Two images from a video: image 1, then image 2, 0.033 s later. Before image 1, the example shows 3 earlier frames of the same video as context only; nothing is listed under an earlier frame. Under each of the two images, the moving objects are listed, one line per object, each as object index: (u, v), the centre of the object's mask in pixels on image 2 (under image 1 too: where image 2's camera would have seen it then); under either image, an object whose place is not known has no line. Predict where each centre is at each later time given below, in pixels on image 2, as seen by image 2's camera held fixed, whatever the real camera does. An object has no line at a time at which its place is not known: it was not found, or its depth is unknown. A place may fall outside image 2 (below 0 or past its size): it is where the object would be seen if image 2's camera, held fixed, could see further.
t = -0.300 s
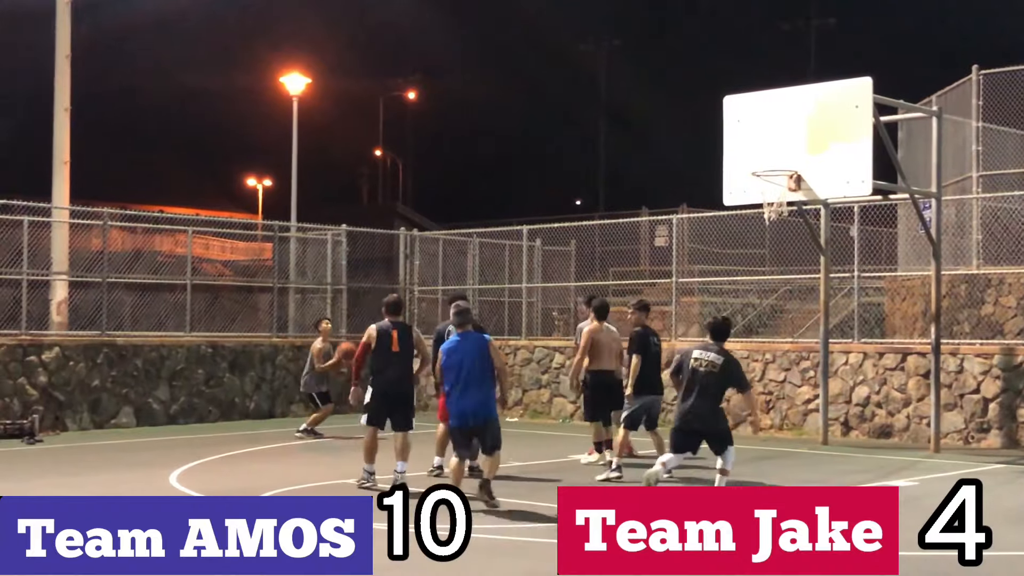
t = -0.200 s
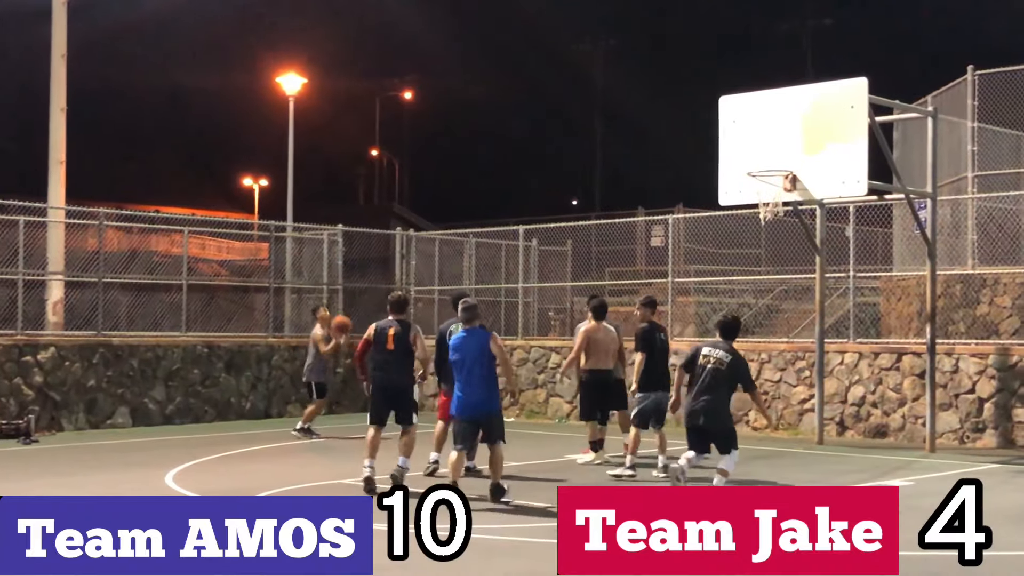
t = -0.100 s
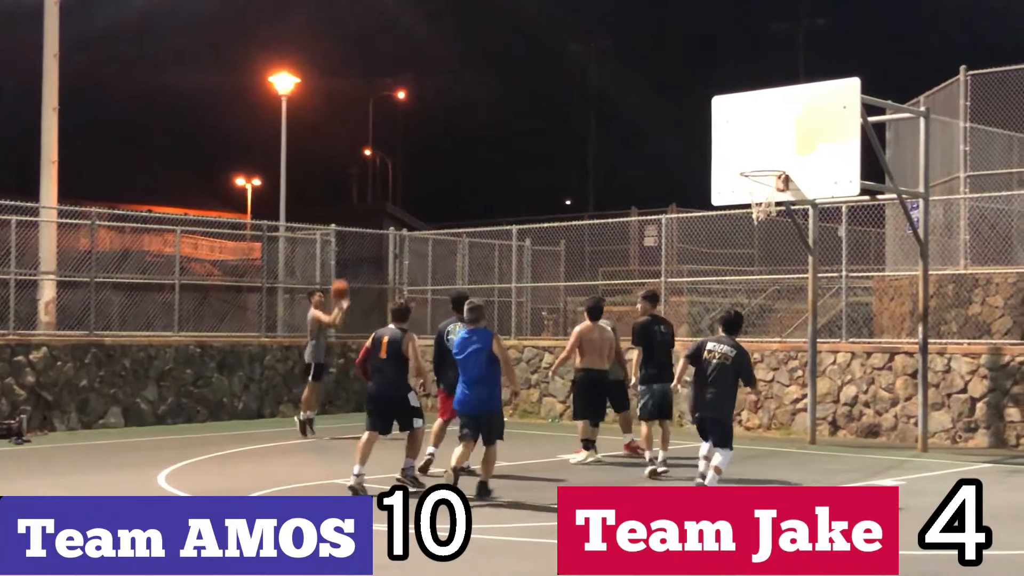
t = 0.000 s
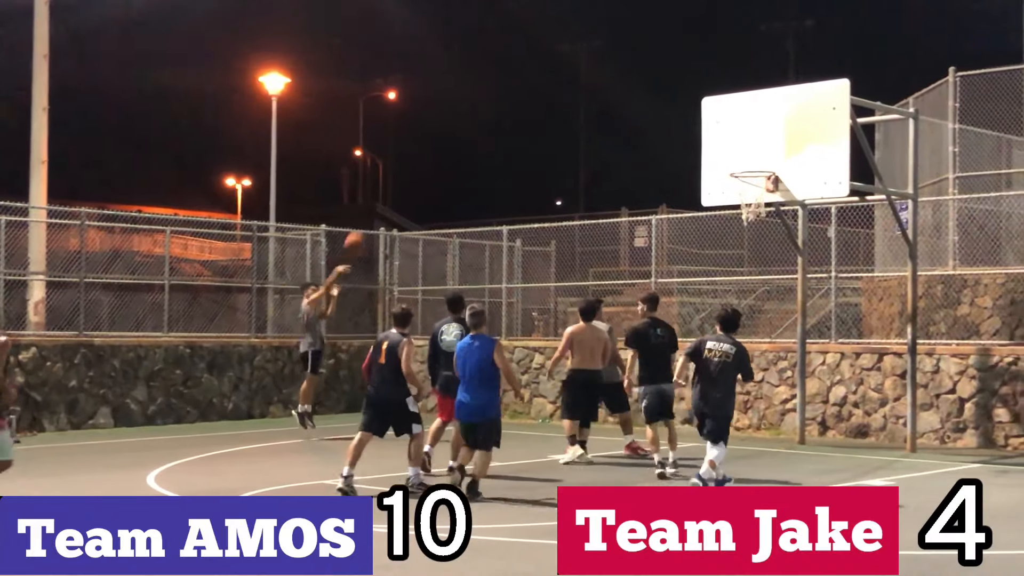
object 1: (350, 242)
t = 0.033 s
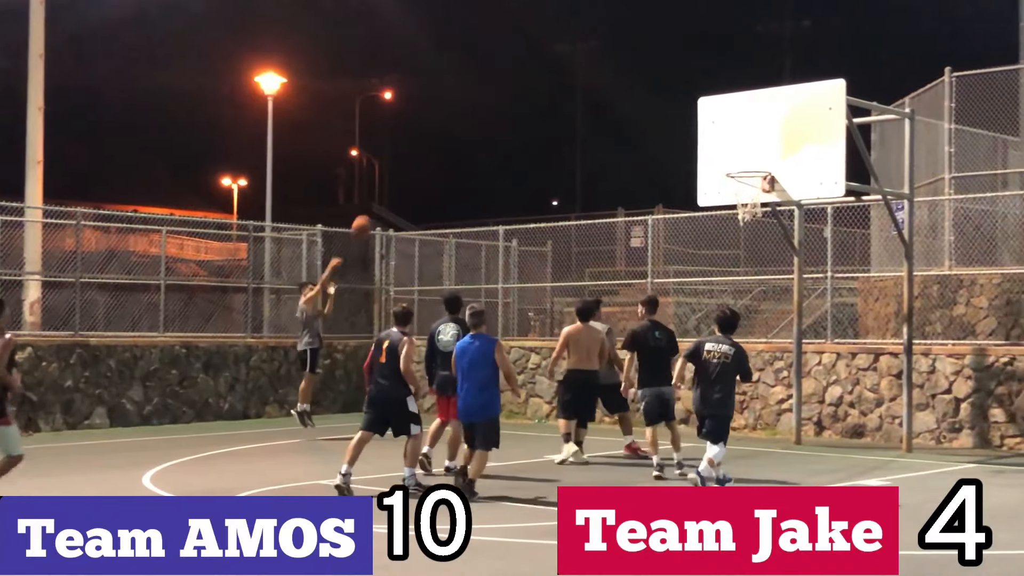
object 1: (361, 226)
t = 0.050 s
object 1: (367, 219)
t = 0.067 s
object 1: (371, 211)
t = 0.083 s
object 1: (377, 203)
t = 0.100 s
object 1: (383, 197)
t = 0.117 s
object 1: (388, 190)
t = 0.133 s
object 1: (393, 184)
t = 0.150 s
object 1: (399, 177)
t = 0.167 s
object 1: (404, 171)
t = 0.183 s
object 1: (409, 164)
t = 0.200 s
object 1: (415, 158)
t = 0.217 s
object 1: (420, 153)
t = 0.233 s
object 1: (425, 147)
